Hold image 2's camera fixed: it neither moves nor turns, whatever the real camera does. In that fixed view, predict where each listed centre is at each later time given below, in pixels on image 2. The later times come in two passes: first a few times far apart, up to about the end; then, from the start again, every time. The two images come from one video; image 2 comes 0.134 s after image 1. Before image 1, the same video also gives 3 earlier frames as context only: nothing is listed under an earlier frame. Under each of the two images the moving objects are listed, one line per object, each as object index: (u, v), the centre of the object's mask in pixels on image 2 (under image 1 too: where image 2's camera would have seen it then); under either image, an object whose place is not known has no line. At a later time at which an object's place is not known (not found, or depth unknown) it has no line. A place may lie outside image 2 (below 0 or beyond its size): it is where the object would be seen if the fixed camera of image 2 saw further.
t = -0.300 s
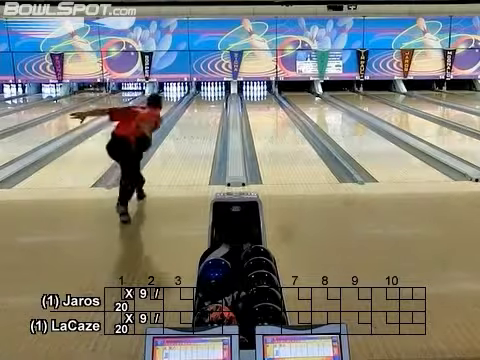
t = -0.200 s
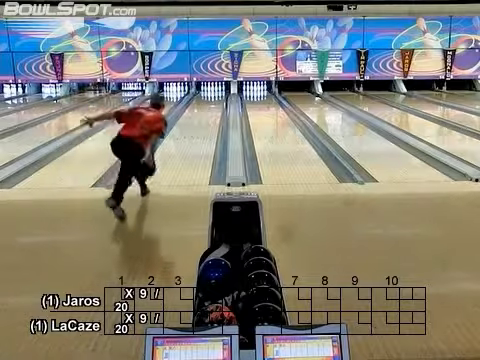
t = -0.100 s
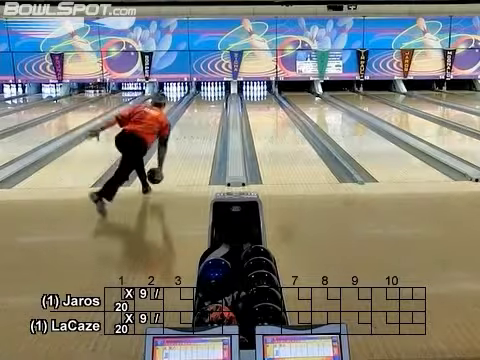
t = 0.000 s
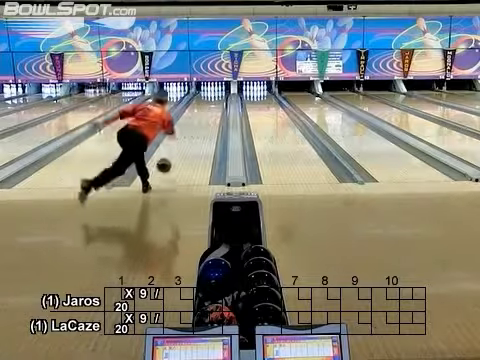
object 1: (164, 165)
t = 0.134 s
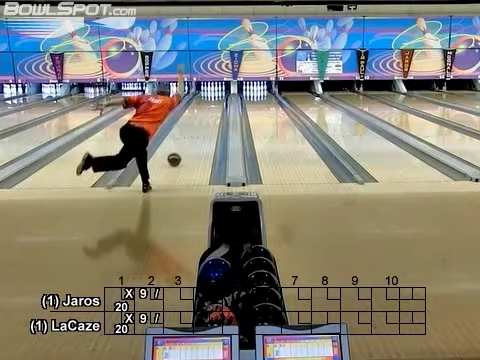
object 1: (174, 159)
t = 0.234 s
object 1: (180, 151)
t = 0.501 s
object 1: (192, 133)
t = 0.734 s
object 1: (200, 123)
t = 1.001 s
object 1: (207, 113)
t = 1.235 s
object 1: (211, 107)
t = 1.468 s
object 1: (214, 102)
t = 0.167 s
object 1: (176, 156)
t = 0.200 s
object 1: (178, 153)
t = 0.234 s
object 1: (180, 151)
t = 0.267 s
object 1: (182, 148)
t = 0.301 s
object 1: (183, 146)
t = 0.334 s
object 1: (185, 144)
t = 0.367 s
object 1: (187, 141)
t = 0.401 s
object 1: (188, 139)
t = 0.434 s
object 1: (189, 137)
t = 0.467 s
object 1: (191, 135)
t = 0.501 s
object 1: (192, 133)
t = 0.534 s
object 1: (194, 132)
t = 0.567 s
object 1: (195, 130)
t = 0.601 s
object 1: (196, 128)
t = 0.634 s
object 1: (197, 127)
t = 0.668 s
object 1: (198, 125)
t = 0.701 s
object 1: (199, 124)
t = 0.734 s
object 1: (200, 123)
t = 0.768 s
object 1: (201, 121)
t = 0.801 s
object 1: (202, 120)
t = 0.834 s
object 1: (203, 119)
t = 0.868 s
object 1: (204, 118)
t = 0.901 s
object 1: (205, 116)
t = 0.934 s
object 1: (206, 115)
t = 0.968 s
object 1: (206, 114)
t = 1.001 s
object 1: (207, 113)
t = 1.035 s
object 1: (207, 113)
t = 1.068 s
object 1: (208, 111)
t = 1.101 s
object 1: (209, 111)
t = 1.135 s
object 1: (210, 110)
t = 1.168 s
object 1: (210, 109)
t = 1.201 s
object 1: (210, 108)
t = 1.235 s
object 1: (211, 107)
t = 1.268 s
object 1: (211, 107)
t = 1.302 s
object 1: (212, 106)
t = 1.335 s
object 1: (212, 106)
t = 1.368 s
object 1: (213, 105)
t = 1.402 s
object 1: (213, 104)
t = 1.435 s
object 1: (214, 103)
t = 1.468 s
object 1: (214, 102)
